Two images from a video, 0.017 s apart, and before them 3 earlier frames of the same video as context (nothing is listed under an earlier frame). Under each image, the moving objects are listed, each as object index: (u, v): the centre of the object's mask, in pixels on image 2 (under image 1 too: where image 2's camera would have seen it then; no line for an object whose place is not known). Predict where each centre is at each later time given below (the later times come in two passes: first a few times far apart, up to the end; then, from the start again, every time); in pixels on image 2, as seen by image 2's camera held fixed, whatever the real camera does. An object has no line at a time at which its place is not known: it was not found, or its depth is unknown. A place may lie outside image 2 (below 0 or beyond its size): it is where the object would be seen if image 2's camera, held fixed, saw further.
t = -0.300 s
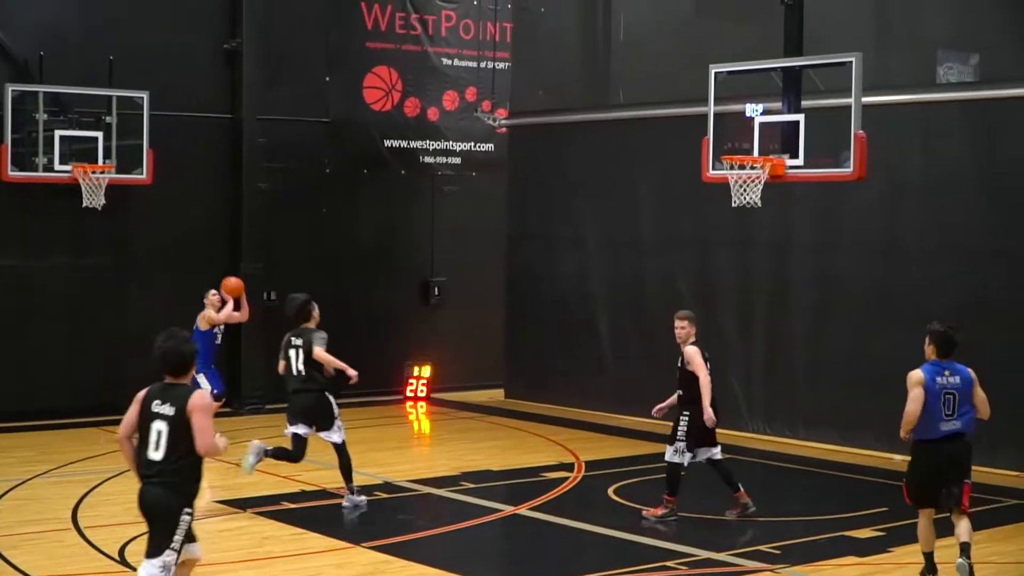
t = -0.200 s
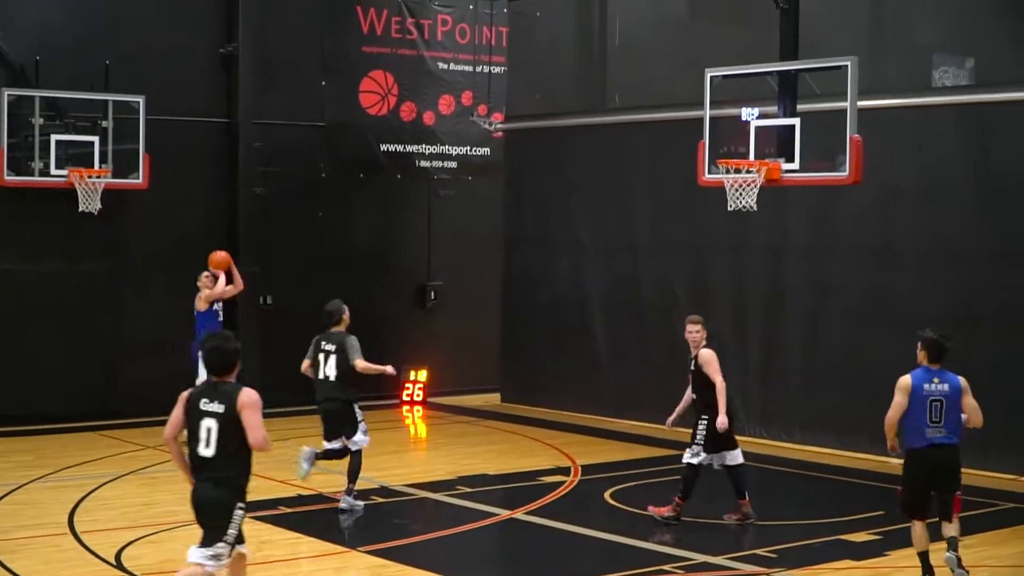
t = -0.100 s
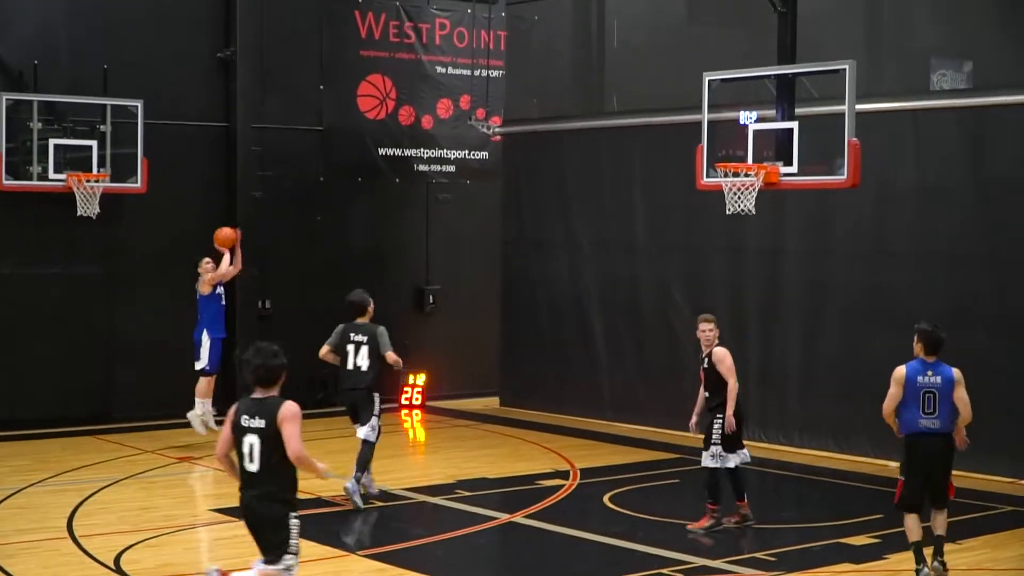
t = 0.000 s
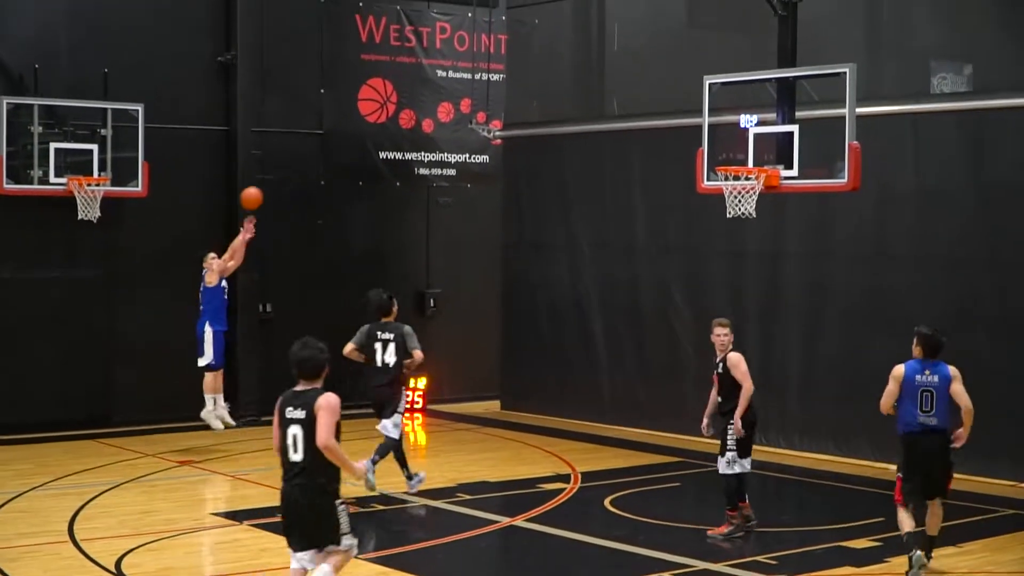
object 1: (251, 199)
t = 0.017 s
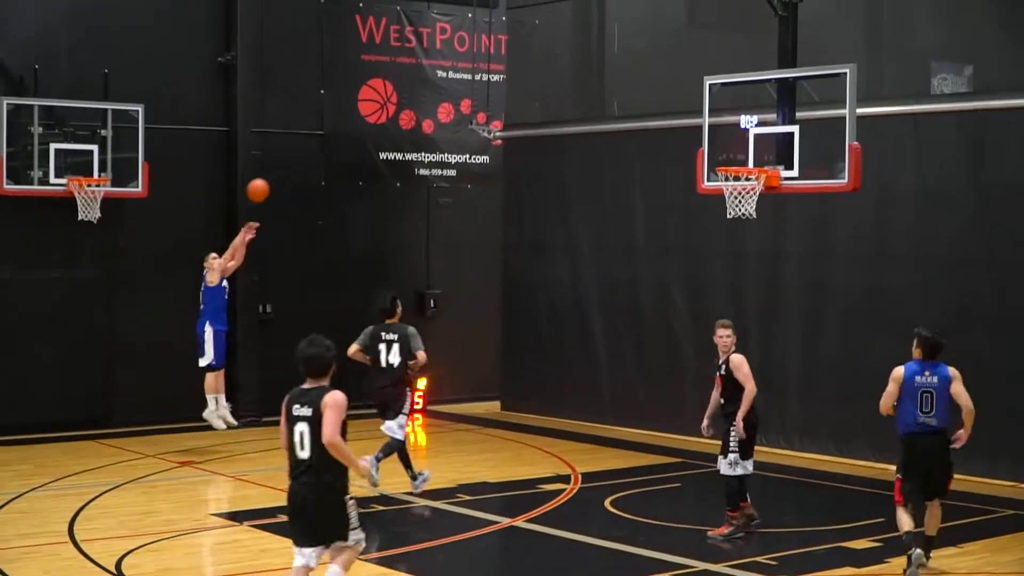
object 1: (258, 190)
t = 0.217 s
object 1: (336, 107)
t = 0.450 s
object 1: (433, 51)
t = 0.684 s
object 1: (535, 45)
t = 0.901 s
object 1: (635, 92)
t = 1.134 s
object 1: (692, 144)
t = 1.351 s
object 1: (619, 112)
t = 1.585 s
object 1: (545, 131)
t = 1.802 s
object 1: (483, 195)
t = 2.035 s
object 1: (421, 306)
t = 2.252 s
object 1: (370, 442)
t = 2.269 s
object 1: (367, 445)
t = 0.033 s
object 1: (264, 182)
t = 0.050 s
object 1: (270, 174)
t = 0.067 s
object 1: (277, 166)
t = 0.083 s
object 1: (283, 159)
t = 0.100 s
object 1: (290, 151)
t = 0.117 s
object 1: (297, 145)
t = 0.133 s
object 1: (303, 137)
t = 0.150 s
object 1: (310, 131)
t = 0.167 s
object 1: (317, 124)
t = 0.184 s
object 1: (323, 118)
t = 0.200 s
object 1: (329, 113)
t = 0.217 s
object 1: (336, 107)
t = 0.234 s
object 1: (343, 101)
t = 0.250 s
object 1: (348, 96)
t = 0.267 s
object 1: (355, 90)
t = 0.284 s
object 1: (362, 86)
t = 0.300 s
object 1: (370, 81)
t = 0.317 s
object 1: (377, 77)
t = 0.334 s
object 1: (384, 73)
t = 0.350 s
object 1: (391, 69)
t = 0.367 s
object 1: (398, 66)
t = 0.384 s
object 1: (404, 62)
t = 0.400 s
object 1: (411, 59)
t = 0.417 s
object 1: (418, 56)
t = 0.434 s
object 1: (426, 54)
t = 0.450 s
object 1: (433, 51)
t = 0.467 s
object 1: (440, 49)
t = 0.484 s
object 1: (447, 47)
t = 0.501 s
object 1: (454, 45)
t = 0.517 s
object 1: (462, 44)
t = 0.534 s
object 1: (469, 43)
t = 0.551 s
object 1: (476, 43)
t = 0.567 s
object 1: (484, 42)
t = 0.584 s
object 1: (491, 42)
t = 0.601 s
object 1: (499, 42)
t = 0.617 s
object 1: (505, 42)
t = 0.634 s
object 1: (513, 43)
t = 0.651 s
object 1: (520, 43)
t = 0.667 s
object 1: (528, 44)
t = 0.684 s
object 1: (535, 45)
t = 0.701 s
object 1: (542, 47)
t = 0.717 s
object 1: (550, 50)
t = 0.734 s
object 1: (558, 52)
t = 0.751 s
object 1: (565, 54)
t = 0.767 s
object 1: (573, 58)
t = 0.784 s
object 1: (580, 61)
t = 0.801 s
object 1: (588, 64)
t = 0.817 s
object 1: (596, 68)
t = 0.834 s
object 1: (604, 72)
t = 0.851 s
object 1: (612, 77)
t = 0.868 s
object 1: (619, 81)
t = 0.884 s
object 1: (627, 87)
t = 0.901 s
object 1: (635, 92)
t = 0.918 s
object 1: (643, 98)
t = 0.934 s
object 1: (650, 103)
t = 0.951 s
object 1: (658, 109)
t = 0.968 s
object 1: (666, 116)
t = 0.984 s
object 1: (675, 123)
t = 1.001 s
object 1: (683, 131)
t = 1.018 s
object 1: (690, 138)
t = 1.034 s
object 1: (698, 145)
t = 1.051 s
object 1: (707, 154)
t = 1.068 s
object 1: (713, 161)
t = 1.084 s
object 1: (710, 159)
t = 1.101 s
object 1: (705, 154)
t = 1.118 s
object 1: (699, 149)
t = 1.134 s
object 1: (692, 144)
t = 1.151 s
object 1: (687, 140)
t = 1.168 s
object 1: (681, 136)
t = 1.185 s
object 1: (675, 133)
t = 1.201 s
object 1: (670, 129)
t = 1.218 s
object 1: (664, 126)
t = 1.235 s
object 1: (658, 123)
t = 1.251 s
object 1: (653, 121)
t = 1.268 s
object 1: (647, 119)
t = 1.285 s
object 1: (642, 117)
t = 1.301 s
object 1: (636, 115)
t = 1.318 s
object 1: (631, 113)
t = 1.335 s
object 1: (624, 113)
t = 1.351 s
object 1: (619, 112)
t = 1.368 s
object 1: (614, 112)
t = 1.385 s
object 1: (608, 112)
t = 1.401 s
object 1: (603, 112)
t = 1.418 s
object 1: (598, 112)
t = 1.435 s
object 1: (592, 113)
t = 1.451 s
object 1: (587, 114)
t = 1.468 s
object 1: (581, 115)
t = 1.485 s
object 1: (577, 116)
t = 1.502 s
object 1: (571, 118)
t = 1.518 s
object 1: (566, 120)
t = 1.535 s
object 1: (560, 122)
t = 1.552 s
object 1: (556, 125)
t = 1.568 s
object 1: (550, 128)
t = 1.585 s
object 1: (545, 131)
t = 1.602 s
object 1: (540, 135)
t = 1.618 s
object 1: (535, 138)
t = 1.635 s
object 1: (530, 142)
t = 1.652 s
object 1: (525, 146)
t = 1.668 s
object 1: (520, 151)
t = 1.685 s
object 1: (515, 155)
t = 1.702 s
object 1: (510, 160)
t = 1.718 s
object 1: (506, 166)
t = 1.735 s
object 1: (501, 171)
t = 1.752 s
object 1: (496, 177)
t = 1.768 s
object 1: (492, 182)
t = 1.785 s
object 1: (487, 188)
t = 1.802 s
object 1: (483, 195)
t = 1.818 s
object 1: (478, 201)
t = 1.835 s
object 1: (473, 208)
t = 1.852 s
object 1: (469, 215)
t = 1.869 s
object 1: (464, 222)
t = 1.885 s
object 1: (460, 230)
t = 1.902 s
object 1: (455, 238)
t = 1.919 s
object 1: (451, 245)
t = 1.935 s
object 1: (446, 253)
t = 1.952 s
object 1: (442, 262)
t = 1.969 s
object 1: (438, 270)
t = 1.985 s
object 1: (434, 278)
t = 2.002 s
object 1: (429, 287)
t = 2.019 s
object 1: (425, 296)
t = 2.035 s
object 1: (421, 306)
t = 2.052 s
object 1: (417, 315)
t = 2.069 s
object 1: (413, 325)
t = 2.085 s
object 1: (409, 334)
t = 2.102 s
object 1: (405, 345)
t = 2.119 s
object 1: (401, 355)
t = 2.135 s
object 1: (397, 365)
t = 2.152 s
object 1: (393, 375)
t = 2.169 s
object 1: (389, 386)
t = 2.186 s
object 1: (385, 397)
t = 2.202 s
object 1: (381, 407)
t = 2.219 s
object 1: (378, 418)
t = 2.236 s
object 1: (373, 430)
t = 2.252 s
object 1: (370, 442)
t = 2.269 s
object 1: (367, 445)
